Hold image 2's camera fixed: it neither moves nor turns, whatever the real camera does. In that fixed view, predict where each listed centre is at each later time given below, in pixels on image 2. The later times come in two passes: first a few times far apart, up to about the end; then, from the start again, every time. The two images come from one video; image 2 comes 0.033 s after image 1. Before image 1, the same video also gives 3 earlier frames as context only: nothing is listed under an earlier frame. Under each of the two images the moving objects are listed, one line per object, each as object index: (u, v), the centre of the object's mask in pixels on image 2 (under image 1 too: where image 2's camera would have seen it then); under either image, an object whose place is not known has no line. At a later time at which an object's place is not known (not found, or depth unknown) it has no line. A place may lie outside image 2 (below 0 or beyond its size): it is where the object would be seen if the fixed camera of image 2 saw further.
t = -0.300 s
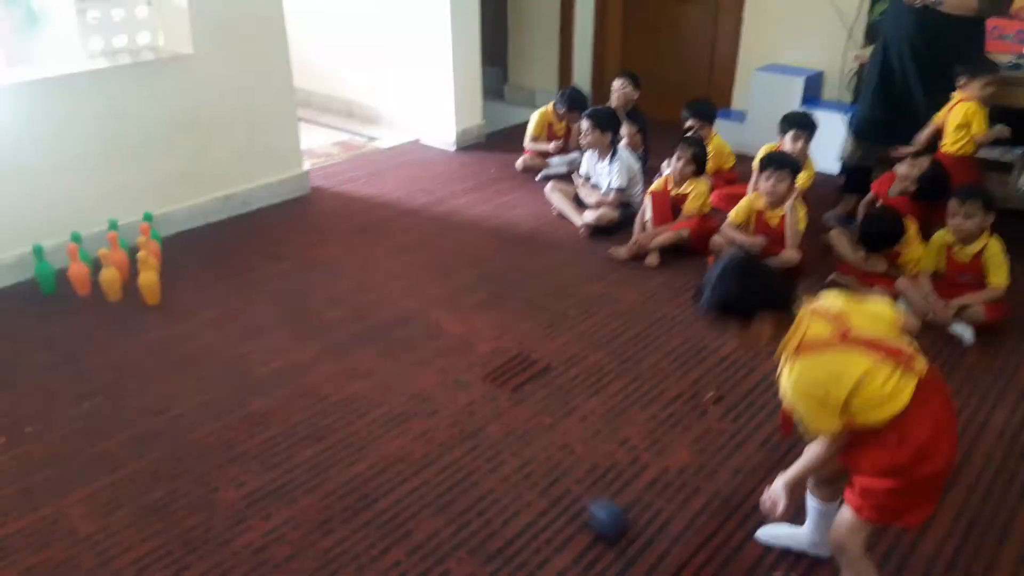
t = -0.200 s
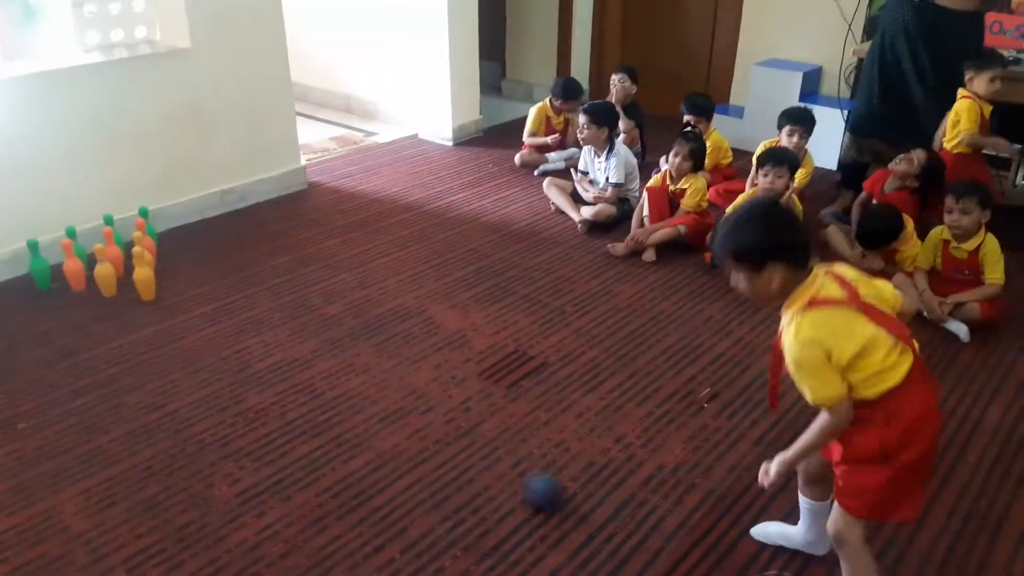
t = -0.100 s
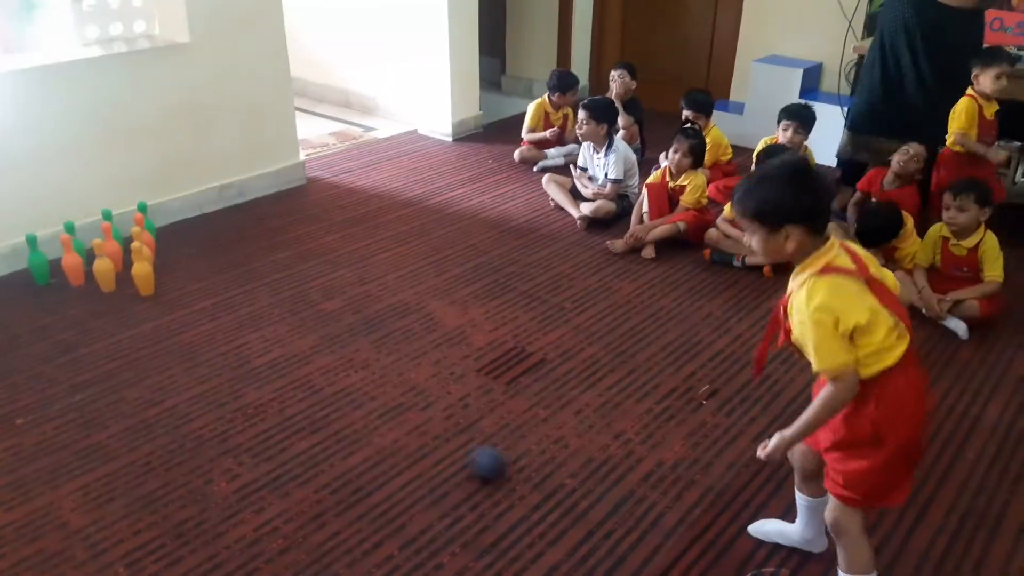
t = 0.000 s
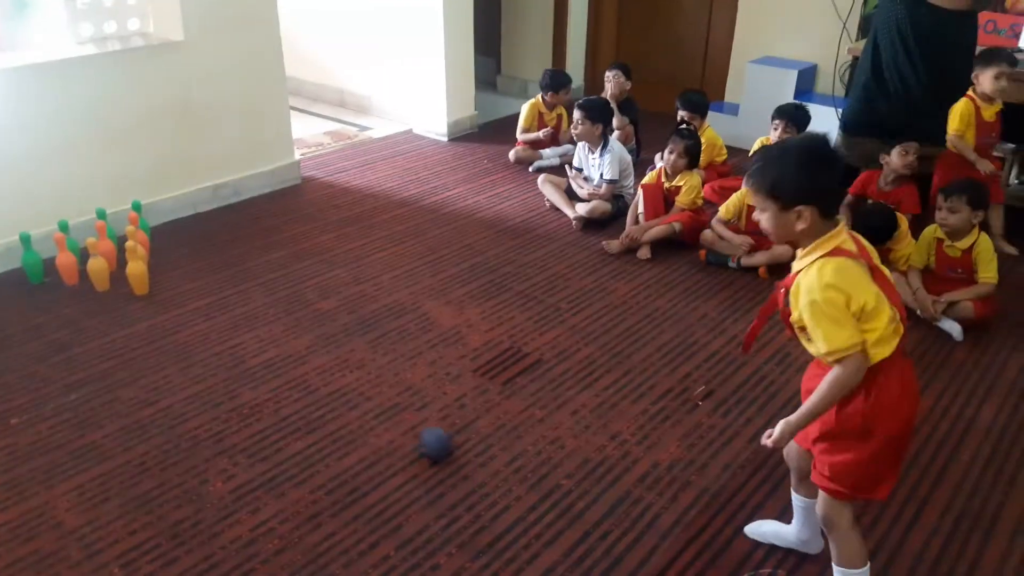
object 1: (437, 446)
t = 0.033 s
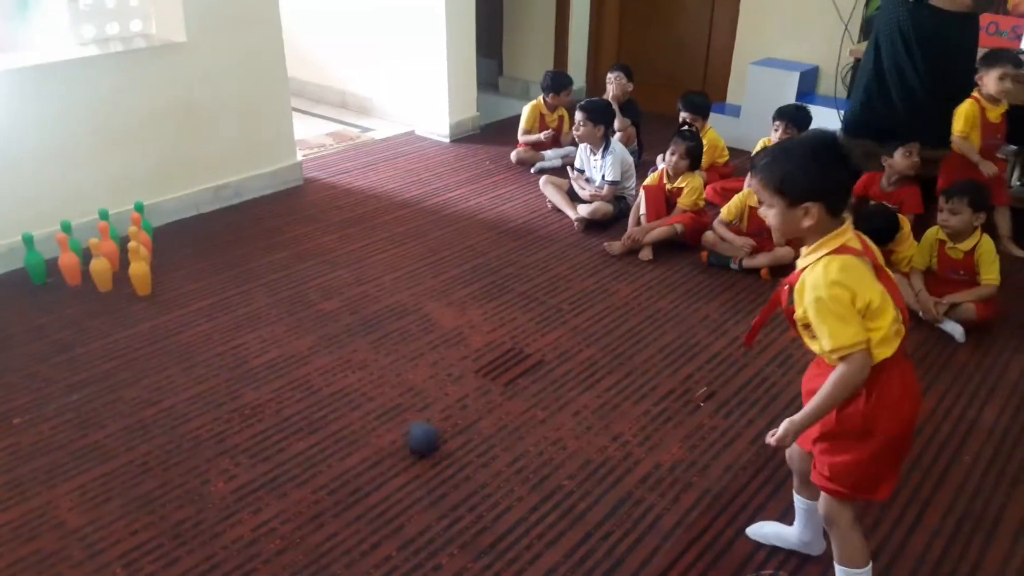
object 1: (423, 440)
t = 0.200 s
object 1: (353, 409)
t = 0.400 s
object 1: (280, 378)
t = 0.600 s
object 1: (216, 352)
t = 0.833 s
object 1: (151, 325)
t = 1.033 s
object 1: (99, 306)
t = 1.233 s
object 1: (52, 289)
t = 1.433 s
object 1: (8, 278)
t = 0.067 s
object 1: (408, 433)
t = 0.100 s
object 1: (393, 427)
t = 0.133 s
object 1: (380, 422)
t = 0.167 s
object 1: (367, 415)
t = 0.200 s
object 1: (353, 409)
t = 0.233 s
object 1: (340, 403)
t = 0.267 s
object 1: (328, 398)
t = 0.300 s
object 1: (316, 394)
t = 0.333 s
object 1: (305, 389)
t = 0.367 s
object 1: (292, 383)
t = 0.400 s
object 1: (280, 378)
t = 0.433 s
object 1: (269, 374)
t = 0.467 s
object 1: (258, 369)
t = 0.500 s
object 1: (248, 365)
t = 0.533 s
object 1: (238, 360)
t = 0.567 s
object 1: (228, 356)
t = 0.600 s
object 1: (216, 352)
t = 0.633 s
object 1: (208, 348)
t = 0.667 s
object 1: (197, 344)
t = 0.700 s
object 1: (188, 341)
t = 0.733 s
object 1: (178, 336)
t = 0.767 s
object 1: (169, 332)
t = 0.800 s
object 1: (160, 329)
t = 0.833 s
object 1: (151, 325)
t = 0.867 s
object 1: (142, 321)
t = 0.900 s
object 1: (132, 318)
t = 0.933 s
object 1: (124, 315)
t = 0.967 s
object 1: (115, 312)
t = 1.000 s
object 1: (108, 309)
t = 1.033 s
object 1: (99, 306)
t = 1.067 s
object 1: (91, 303)
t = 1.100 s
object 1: (85, 299)
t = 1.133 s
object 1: (77, 297)
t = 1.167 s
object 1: (68, 293)
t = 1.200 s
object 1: (60, 291)
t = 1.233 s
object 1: (52, 289)
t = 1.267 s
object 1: (46, 287)
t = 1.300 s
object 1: (38, 282)
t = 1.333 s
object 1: (32, 283)
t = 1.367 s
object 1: (22, 282)
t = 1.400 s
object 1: (16, 281)
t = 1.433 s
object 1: (8, 278)
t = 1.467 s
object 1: (2, 278)
